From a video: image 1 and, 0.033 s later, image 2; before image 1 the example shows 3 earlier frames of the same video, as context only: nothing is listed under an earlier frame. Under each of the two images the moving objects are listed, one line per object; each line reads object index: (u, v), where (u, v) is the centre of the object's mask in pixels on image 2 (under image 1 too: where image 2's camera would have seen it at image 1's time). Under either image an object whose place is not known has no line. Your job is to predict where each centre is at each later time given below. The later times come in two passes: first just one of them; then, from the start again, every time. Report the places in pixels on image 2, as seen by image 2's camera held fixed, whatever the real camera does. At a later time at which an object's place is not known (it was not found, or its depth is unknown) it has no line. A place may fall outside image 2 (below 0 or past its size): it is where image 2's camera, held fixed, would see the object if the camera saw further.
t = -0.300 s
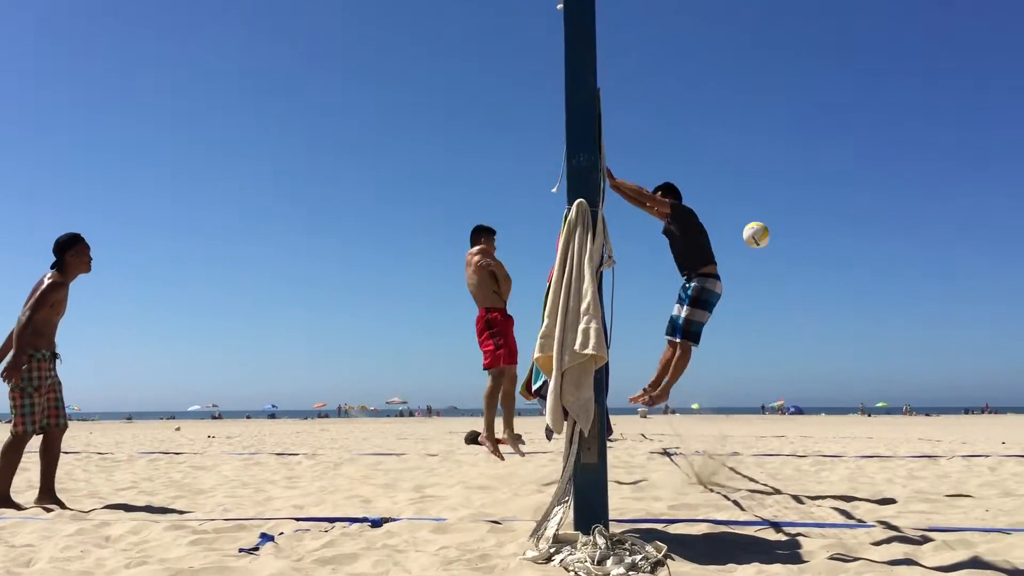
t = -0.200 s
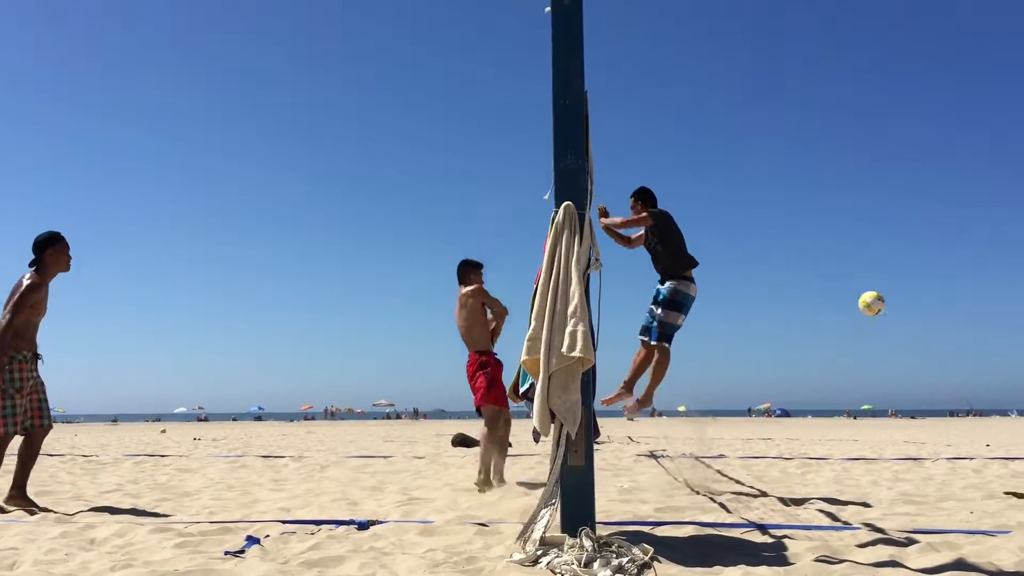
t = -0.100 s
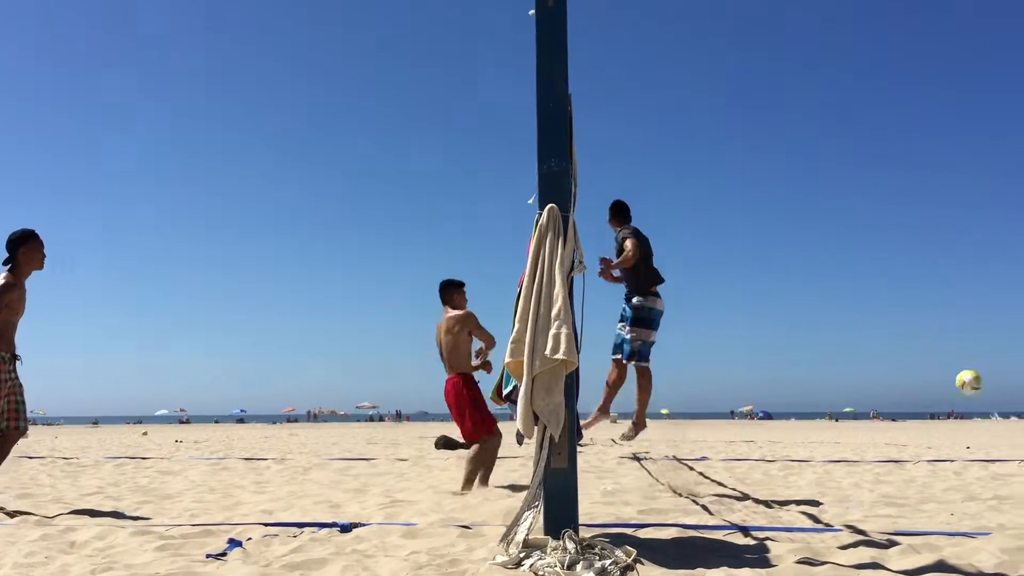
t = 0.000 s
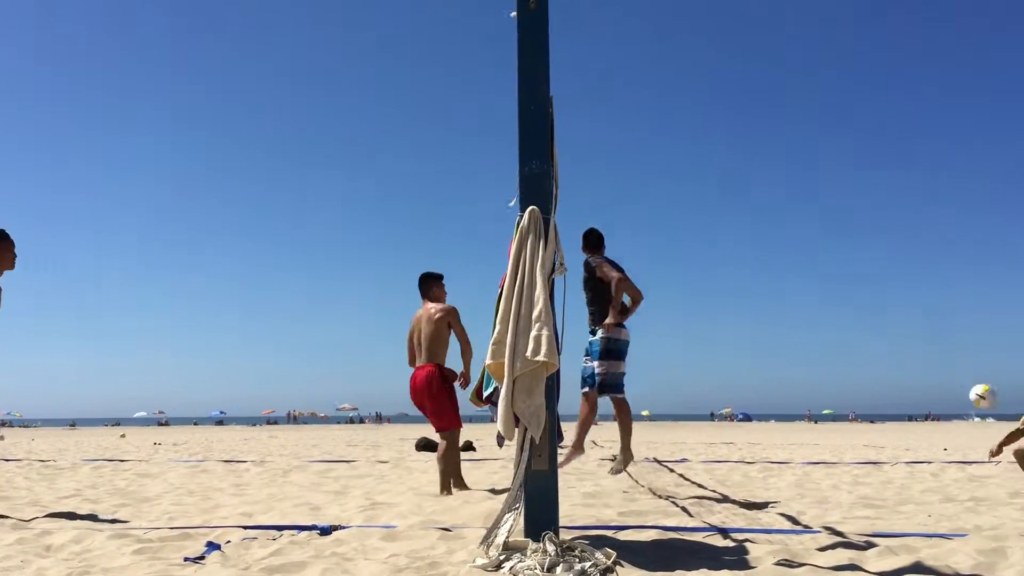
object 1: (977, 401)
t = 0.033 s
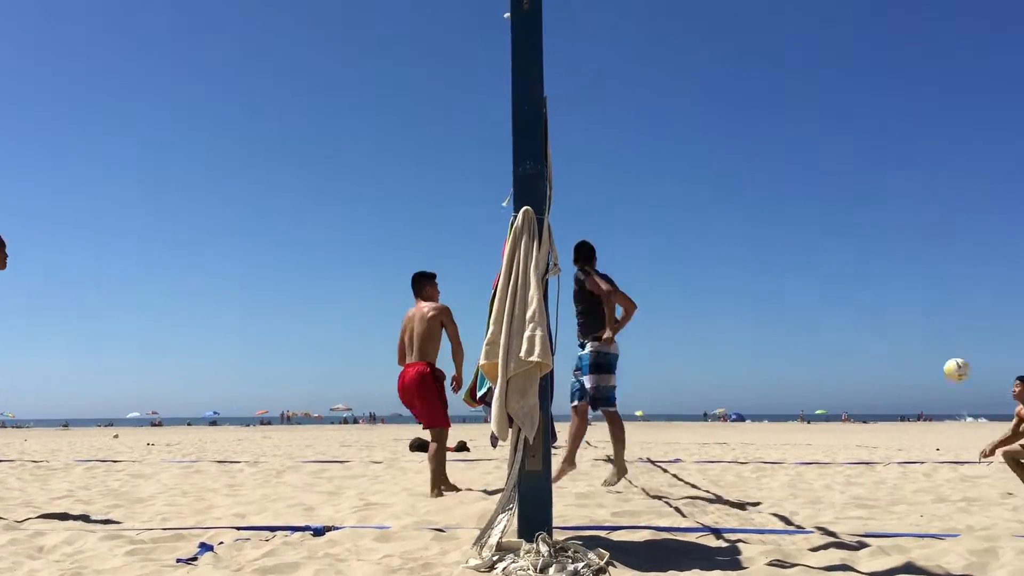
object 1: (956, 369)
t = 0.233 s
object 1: (844, 243)
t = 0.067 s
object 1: (939, 340)
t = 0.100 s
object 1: (920, 318)
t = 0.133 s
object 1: (901, 296)
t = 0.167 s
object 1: (880, 278)
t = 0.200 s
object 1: (861, 259)
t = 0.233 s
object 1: (844, 243)
